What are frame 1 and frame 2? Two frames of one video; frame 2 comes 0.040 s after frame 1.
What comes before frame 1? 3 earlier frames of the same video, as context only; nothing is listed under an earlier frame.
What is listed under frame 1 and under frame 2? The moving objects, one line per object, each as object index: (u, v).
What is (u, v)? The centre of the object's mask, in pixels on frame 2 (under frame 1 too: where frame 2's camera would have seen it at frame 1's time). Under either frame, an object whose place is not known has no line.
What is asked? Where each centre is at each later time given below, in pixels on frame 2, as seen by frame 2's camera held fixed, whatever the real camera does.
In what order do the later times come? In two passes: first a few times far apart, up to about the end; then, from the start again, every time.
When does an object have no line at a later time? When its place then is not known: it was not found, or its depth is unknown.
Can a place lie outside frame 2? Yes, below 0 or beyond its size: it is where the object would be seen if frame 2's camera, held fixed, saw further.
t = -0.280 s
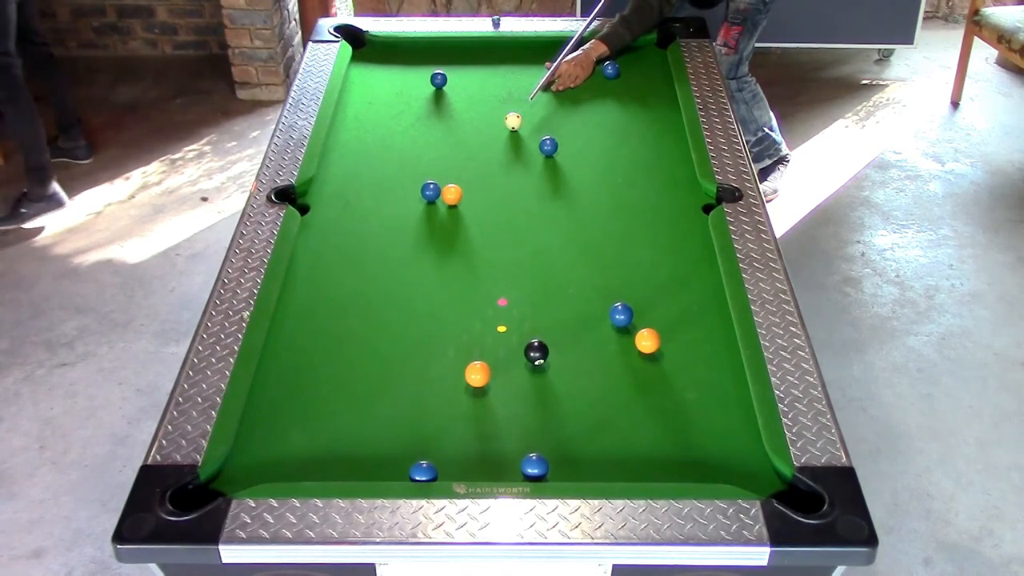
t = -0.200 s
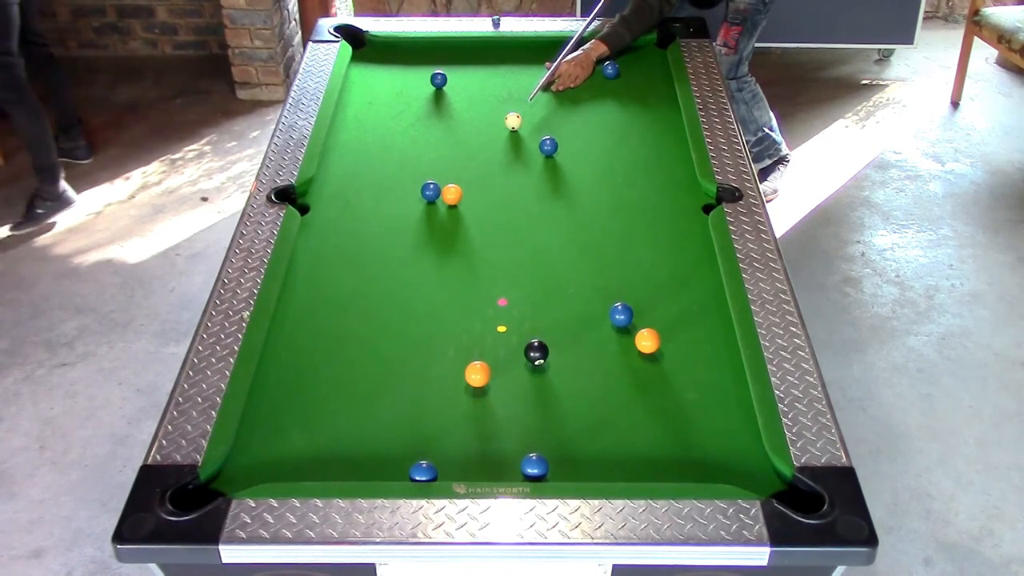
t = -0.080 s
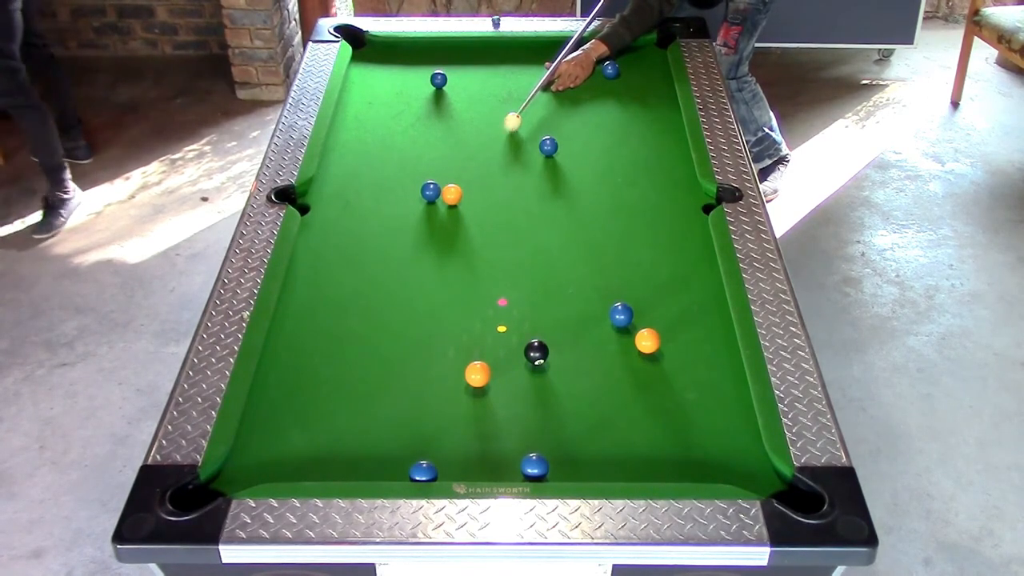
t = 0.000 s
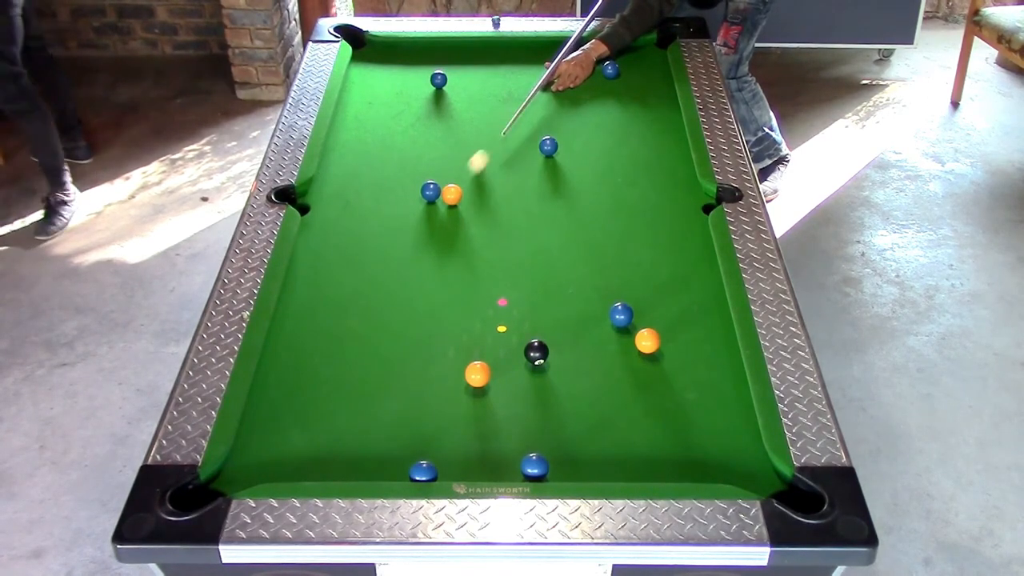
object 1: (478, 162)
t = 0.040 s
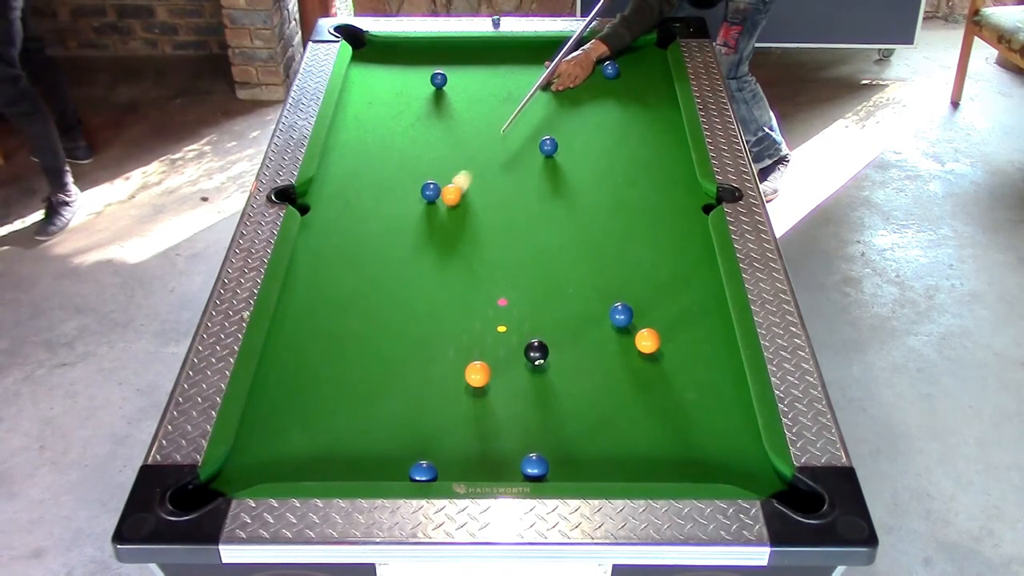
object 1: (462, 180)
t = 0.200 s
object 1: (456, 188)
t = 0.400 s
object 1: (445, 199)
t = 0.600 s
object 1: (436, 208)
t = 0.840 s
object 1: (427, 219)
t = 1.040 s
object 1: (419, 227)
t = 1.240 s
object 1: (413, 234)
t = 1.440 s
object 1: (407, 240)
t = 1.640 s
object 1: (402, 245)
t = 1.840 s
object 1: (398, 249)
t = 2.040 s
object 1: (395, 252)
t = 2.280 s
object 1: (393, 254)
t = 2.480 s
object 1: (392, 254)
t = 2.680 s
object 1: (392, 254)
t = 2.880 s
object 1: (392, 254)
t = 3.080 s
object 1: (392, 254)
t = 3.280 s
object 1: (392, 254)
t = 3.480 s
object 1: (392, 254)
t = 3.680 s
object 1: (392, 254)
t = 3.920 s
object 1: (392, 254)
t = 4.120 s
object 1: (392, 254)
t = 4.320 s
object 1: (392, 254)
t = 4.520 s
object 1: (392, 254)
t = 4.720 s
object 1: (392, 254)
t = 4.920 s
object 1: (392, 254)
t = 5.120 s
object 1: (392, 254)
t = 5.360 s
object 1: (392, 254)
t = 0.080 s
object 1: (460, 184)
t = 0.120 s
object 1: (459, 185)
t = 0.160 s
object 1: (457, 186)
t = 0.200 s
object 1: (456, 188)
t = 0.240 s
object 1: (454, 190)
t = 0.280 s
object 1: (452, 193)
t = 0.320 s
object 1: (450, 194)
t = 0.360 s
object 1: (448, 197)
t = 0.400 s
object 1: (445, 199)
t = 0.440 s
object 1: (444, 201)
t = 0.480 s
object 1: (442, 203)
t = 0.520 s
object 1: (440, 205)
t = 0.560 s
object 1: (438, 207)
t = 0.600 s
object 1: (436, 208)
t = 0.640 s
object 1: (435, 210)
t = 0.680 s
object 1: (433, 212)
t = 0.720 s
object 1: (432, 214)
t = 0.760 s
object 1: (430, 216)
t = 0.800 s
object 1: (429, 217)
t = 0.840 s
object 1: (427, 219)
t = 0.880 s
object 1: (425, 221)
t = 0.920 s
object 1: (424, 222)
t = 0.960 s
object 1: (422, 224)
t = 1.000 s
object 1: (421, 225)
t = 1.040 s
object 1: (419, 227)
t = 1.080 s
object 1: (418, 228)
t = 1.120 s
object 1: (417, 230)
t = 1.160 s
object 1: (415, 231)
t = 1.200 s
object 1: (414, 232)
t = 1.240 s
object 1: (413, 234)
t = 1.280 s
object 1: (411, 235)
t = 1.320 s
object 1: (410, 236)
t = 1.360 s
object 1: (409, 237)
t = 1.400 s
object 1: (408, 239)
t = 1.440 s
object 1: (407, 240)
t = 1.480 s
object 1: (406, 241)
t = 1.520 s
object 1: (405, 242)
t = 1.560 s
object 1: (404, 243)
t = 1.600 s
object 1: (403, 244)
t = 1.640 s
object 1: (402, 245)
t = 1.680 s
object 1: (401, 246)
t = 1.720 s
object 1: (401, 246)
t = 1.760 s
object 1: (400, 247)
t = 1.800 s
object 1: (399, 248)
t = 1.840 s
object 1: (398, 249)
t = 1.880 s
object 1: (397, 249)
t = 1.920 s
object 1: (397, 250)
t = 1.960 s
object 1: (396, 250)
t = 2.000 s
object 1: (395, 251)
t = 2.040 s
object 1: (395, 252)
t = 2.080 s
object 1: (394, 252)
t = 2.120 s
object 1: (394, 252)
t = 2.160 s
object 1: (394, 253)
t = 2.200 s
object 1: (393, 253)
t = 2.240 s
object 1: (393, 253)
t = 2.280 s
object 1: (393, 254)
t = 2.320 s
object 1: (393, 254)
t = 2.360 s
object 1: (392, 254)
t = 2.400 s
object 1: (392, 254)
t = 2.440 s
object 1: (392, 254)
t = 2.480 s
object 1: (392, 254)
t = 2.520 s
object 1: (392, 254)
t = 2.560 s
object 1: (392, 254)
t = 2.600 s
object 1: (392, 254)
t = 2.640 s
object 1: (392, 254)
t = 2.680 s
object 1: (392, 254)
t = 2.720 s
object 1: (392, 254)
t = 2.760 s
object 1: (392, 254)
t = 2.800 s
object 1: (392, 254)
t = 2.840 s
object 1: (392, 254)
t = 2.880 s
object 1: (392, 254)
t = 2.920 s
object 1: (392, 254)
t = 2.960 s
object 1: (392, 254)
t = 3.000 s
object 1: (392, 254)
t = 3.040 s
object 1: (392, 254)
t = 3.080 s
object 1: (392, 254)
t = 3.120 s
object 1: (392, 254)
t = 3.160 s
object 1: (392, 254)
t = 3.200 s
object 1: (392, 254)
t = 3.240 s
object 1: (392, 254)
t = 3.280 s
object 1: (392, 254)
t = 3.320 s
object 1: (392, 254)
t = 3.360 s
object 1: (392, 254)
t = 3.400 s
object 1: (392, 254)
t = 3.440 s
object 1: (392, 254)
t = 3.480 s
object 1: (392, 254)
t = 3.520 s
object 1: (392, 254)
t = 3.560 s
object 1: (392, 254)
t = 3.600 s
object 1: (392, 254)
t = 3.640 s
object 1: (392, 254)
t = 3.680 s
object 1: (392, 254)
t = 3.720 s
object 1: (392, 254)
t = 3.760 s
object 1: (392, 254)
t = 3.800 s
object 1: (392, 254)
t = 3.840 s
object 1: (392, 254)
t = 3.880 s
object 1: (392, 254)
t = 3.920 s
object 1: (392, 254)
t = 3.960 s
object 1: (392, 254)
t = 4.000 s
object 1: (392, 254)
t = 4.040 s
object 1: (392, 254)
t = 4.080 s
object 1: (392, 254)
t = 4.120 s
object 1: (392, 254)
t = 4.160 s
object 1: (392, 254)
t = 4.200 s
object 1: (392, 254)
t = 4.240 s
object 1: (392, 254)
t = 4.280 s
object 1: (392, 254)
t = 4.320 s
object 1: (392, 254)
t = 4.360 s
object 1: (392, 254)
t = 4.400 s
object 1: (392, 254)
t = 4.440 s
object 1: (392, 254)
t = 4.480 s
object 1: (392, 254)
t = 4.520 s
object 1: (392, 254)
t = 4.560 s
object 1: (392, 254)
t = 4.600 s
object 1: (392, 254)
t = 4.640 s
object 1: (392, 254)
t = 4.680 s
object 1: (392, 254)
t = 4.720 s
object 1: (392, 254)
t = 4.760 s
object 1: (392, 254)
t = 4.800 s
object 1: (392, 254)
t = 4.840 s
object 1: (392, 254)
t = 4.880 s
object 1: (392, 254)
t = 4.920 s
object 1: (392, 254)
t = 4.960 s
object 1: (392, 254)
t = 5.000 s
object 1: (392, 254)
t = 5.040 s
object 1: (392, 254)
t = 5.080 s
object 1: (392, 254)
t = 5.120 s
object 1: (392, 254)
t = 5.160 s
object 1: (392, 254)
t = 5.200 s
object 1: (392, 254)
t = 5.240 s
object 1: (392, 254)
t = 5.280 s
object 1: (392, 254)
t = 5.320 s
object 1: (392, 254)
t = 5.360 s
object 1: (392, 254)
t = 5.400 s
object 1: (392, 254)
